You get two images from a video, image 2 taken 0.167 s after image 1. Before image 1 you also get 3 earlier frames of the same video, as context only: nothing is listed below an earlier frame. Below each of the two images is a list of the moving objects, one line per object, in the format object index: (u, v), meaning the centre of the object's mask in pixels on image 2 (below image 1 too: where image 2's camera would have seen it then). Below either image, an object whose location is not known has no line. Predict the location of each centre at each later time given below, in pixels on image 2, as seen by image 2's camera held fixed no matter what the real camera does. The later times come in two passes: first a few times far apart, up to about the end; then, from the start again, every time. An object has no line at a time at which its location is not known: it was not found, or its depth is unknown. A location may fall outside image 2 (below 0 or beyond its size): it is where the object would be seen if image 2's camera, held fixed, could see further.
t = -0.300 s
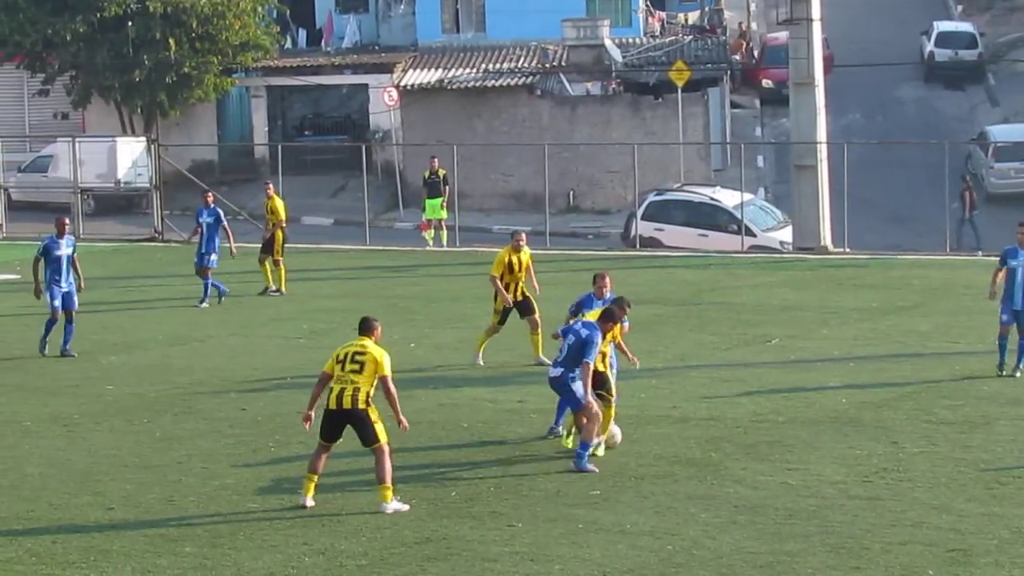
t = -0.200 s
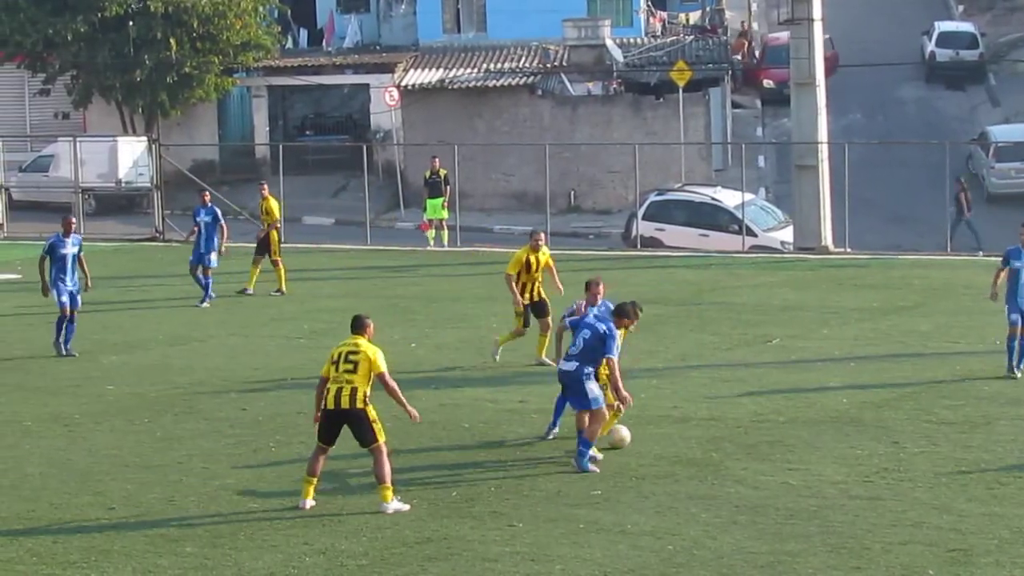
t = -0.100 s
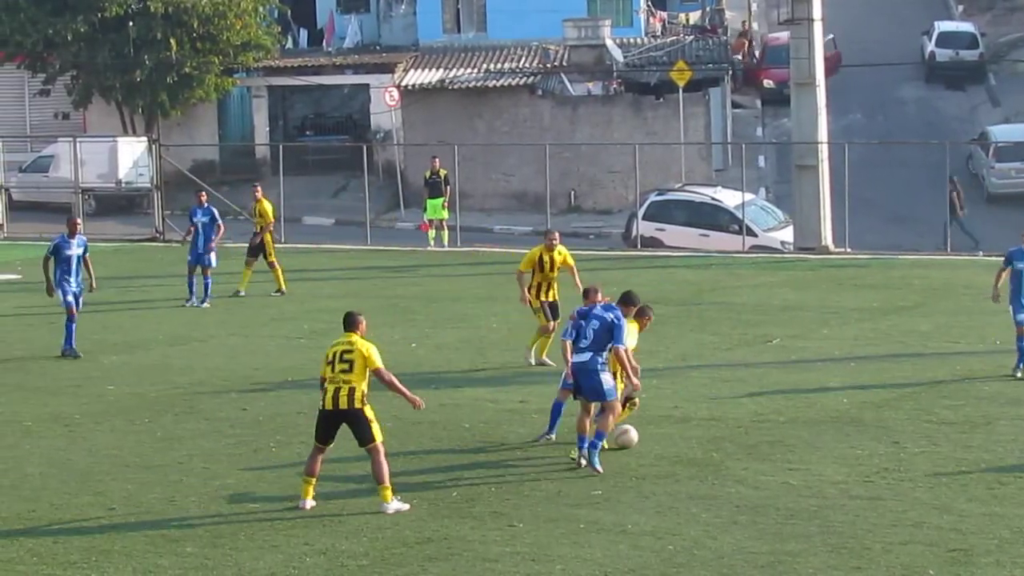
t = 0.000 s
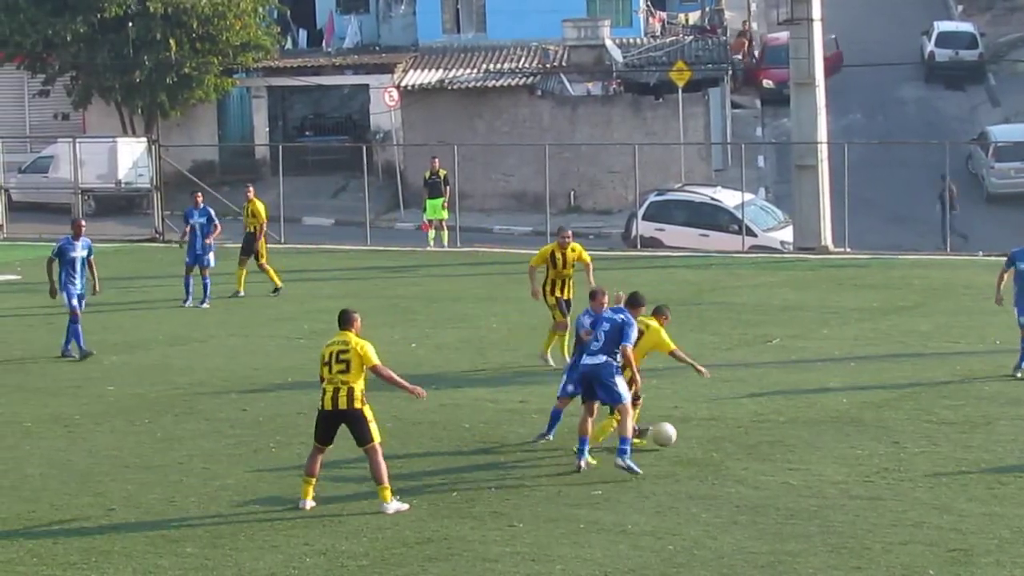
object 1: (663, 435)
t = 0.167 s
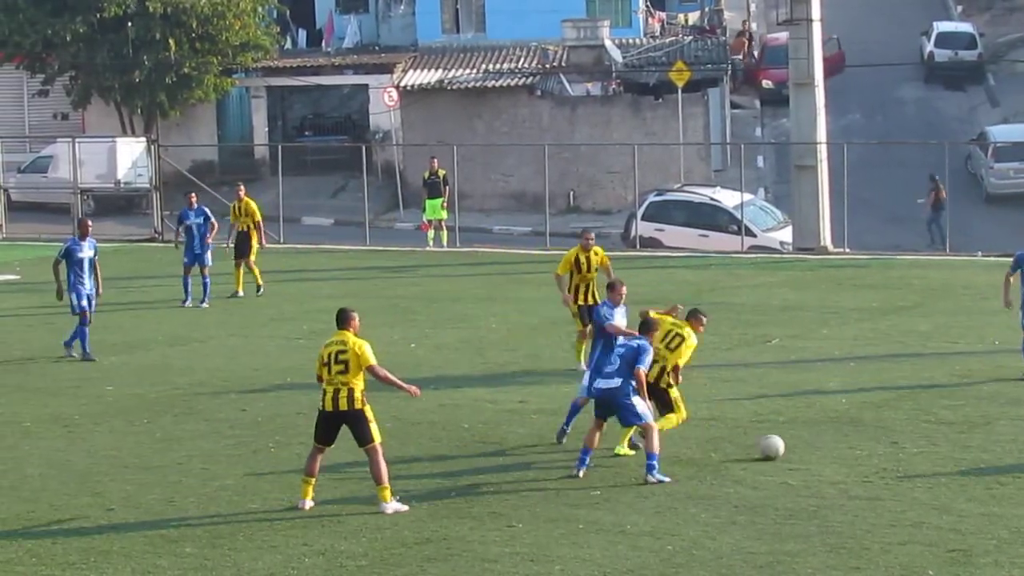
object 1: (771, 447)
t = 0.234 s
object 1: (811, 448)
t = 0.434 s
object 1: (926, 465)
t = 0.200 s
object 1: (792, 448)
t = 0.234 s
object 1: (811, 448)
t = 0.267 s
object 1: (831, 451)
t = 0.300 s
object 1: (851, 455)
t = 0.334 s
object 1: (871, 459)
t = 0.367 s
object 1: (889, 460)
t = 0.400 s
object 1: (908, 462)
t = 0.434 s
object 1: (926, 465)
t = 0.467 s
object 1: (944, 467)
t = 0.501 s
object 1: (959, 466)
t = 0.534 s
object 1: (974, 465)
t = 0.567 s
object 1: (990, 467)
